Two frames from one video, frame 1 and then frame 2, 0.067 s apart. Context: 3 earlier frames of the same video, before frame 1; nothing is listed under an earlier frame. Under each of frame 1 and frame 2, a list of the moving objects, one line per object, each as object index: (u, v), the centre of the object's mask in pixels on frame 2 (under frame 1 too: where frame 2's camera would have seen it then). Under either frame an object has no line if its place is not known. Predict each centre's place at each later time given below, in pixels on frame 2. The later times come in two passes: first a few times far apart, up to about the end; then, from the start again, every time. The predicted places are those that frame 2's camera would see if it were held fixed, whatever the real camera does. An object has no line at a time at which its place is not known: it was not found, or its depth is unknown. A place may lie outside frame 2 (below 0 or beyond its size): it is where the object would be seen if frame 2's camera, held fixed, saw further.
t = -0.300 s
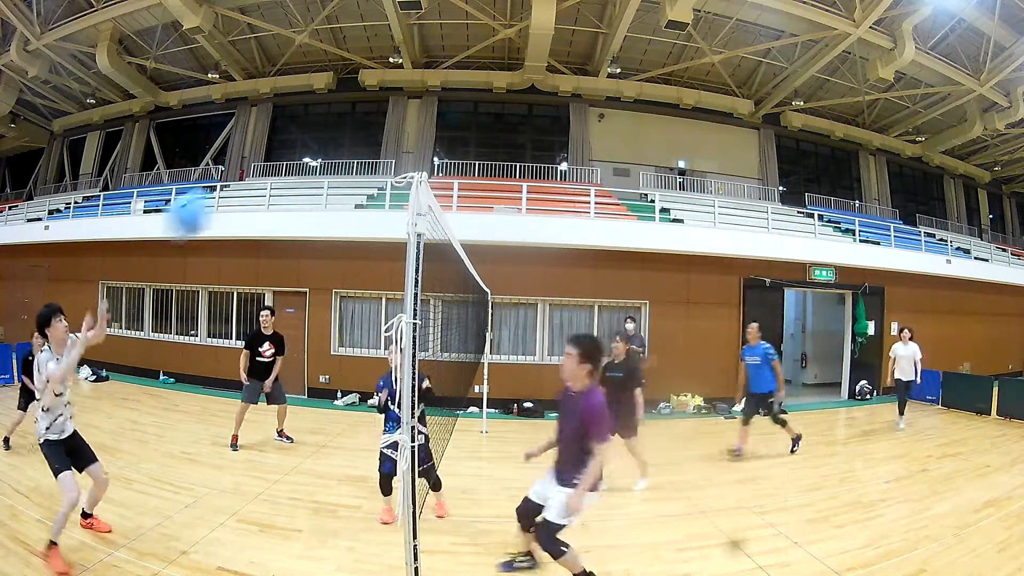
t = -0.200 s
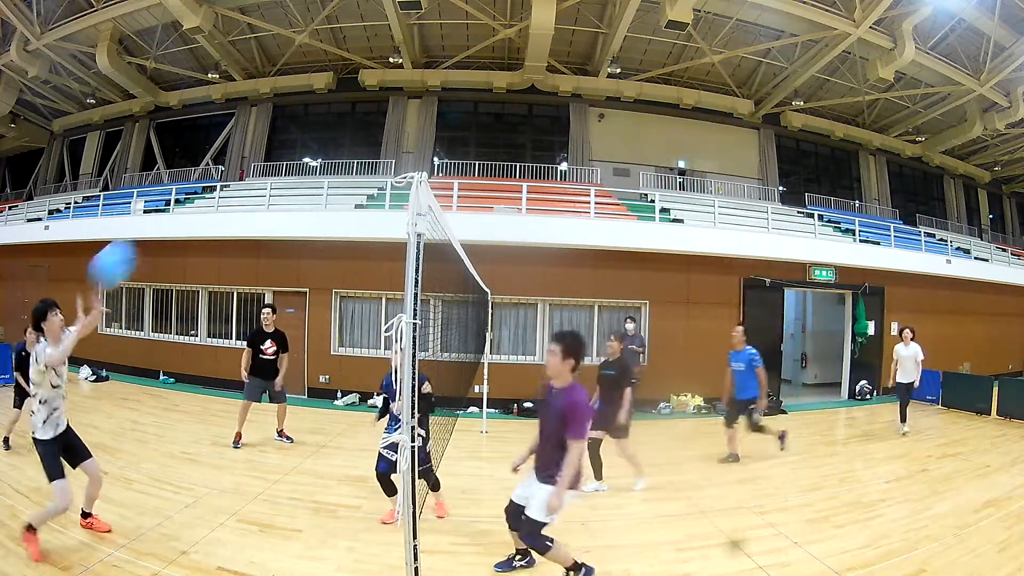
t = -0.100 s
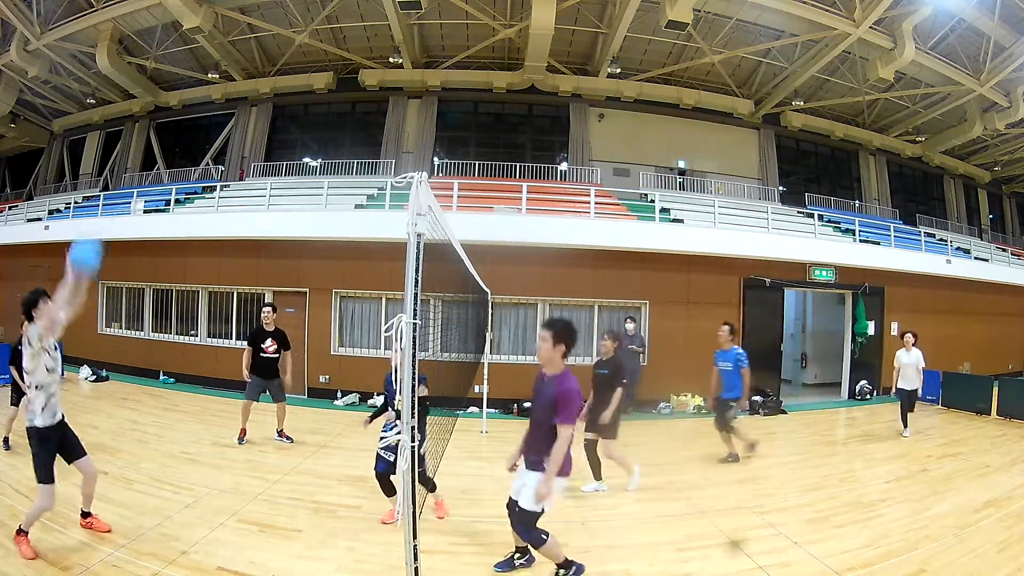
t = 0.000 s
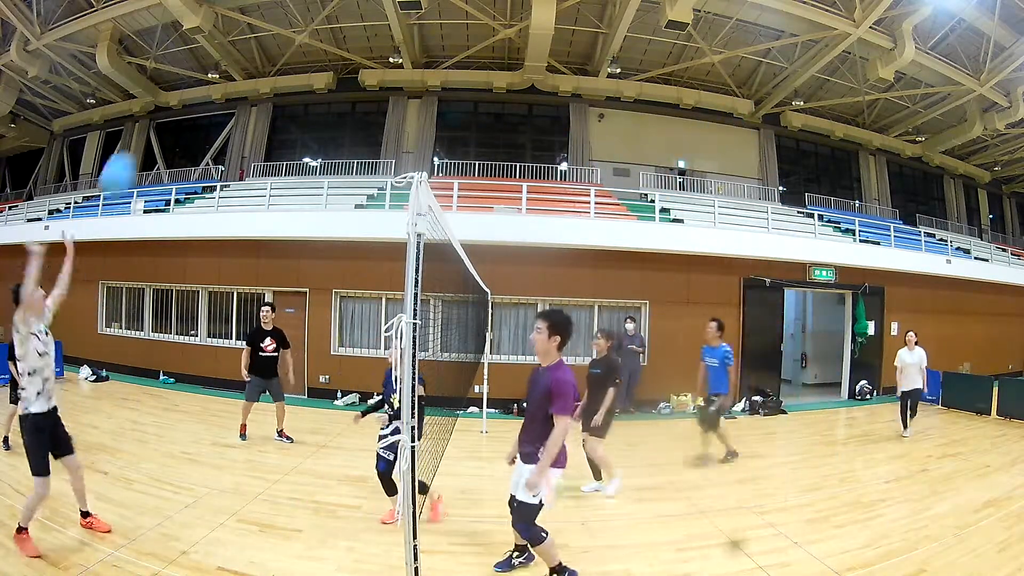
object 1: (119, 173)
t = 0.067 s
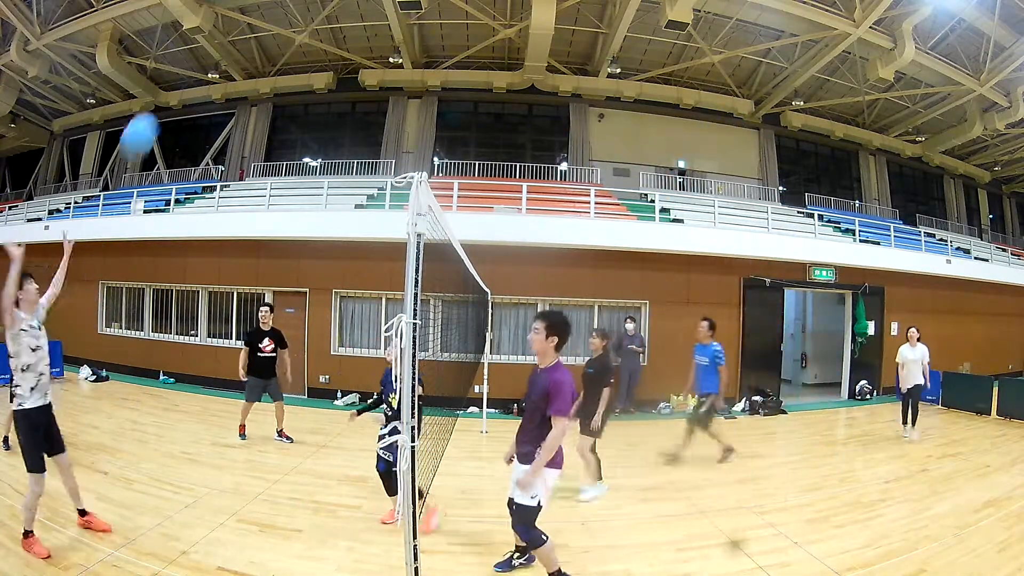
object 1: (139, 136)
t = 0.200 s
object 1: (182, 81)
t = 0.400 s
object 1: (232, 51)
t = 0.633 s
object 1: (271, 69)
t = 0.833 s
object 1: (296, 133)
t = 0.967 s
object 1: (314, 219)
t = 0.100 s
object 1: (151, 119)
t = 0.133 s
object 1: (160, 106)
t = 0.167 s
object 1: (172, 93)
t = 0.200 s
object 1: (182, 81)
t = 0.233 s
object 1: (191, 72)
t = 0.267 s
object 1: (200, 67)
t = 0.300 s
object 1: (209, 60)
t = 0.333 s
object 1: (217, 56)
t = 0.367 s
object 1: (224, 53)
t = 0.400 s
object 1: (232, 51)
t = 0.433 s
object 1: (238, 51)
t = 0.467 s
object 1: (244, 51)
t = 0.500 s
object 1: (250, 52)
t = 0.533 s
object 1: (256, 55)
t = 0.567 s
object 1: (261, 59)
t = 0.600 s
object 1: (266, 64)
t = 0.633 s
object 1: (271, 69)
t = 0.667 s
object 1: (276, 78)
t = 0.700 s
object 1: (281, 86)
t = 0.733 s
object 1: (285, 97)
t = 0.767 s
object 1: (289, 108)
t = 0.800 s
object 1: (292, 119)
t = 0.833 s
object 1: (296, 133)
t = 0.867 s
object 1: (299, 145)
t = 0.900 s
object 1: (303, 161)
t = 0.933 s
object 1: (307, 179)
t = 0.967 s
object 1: (314, 219)
